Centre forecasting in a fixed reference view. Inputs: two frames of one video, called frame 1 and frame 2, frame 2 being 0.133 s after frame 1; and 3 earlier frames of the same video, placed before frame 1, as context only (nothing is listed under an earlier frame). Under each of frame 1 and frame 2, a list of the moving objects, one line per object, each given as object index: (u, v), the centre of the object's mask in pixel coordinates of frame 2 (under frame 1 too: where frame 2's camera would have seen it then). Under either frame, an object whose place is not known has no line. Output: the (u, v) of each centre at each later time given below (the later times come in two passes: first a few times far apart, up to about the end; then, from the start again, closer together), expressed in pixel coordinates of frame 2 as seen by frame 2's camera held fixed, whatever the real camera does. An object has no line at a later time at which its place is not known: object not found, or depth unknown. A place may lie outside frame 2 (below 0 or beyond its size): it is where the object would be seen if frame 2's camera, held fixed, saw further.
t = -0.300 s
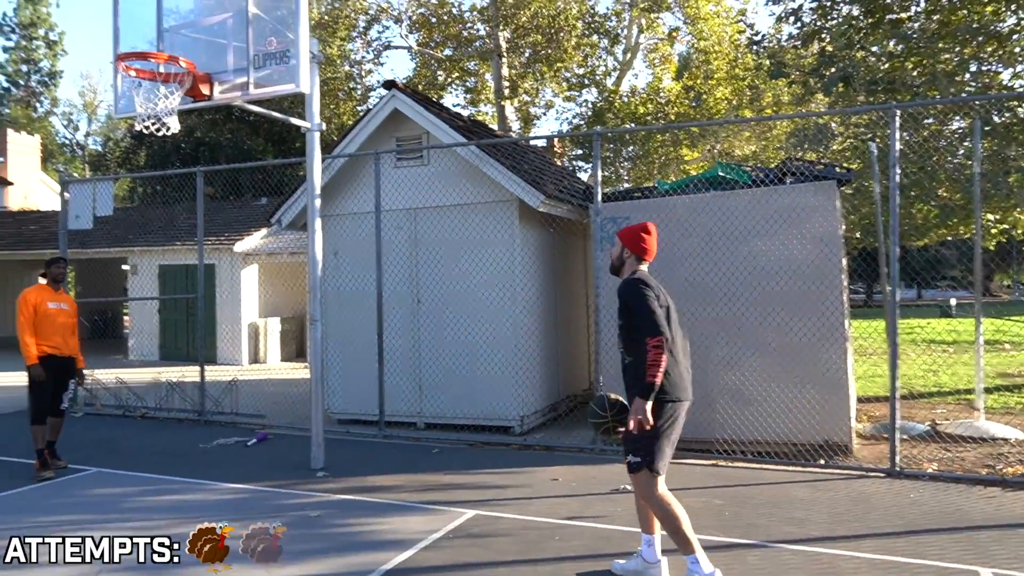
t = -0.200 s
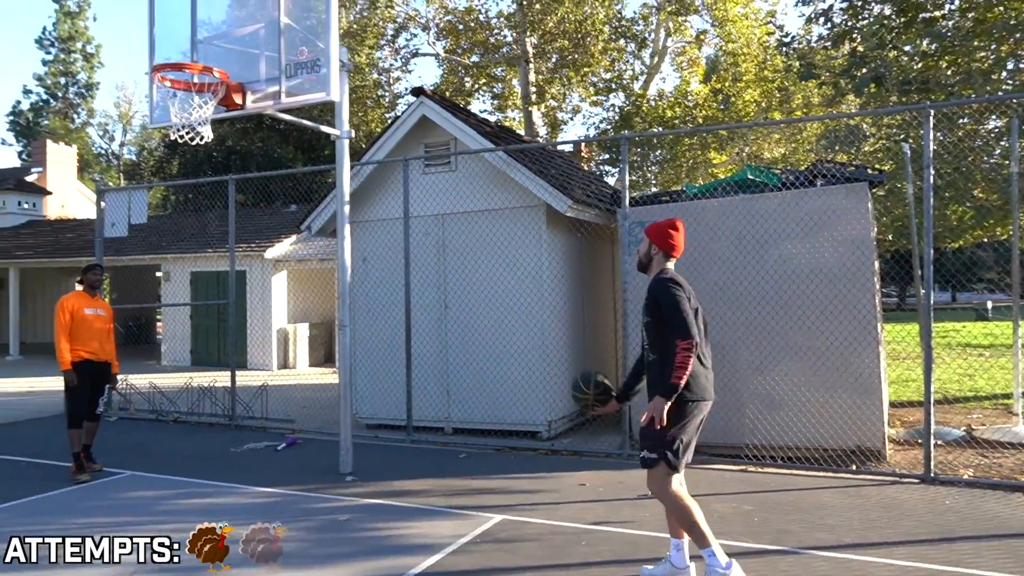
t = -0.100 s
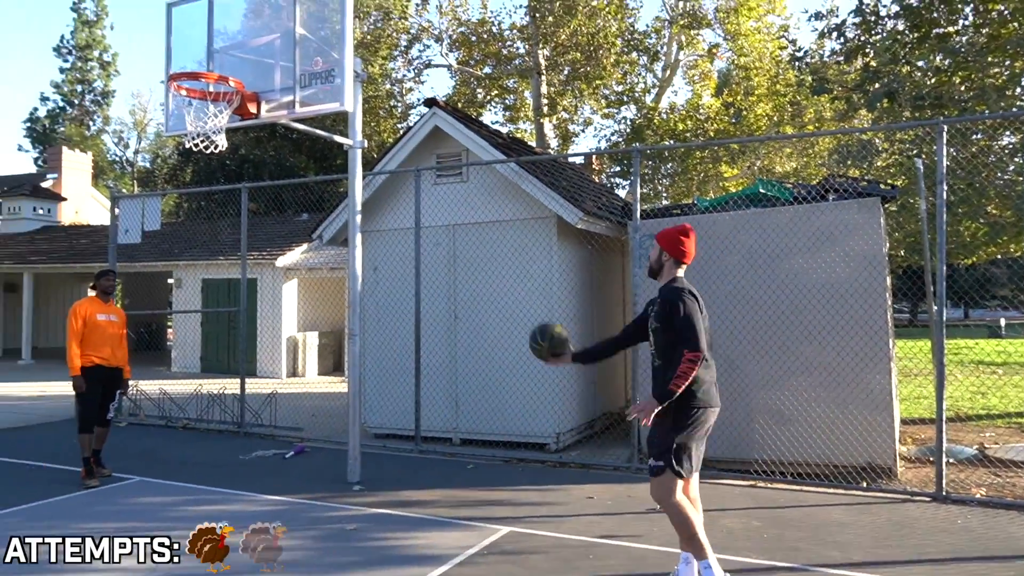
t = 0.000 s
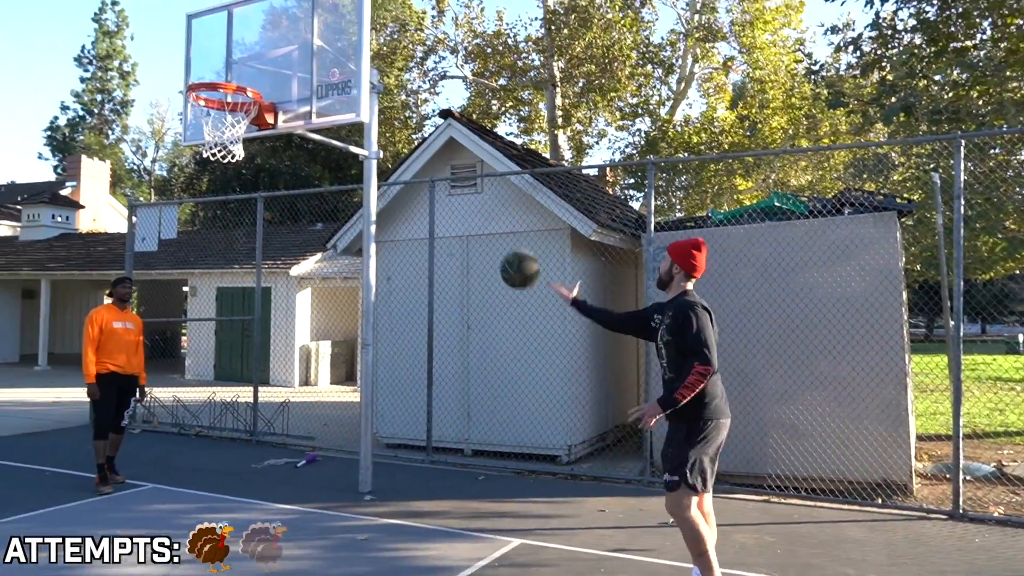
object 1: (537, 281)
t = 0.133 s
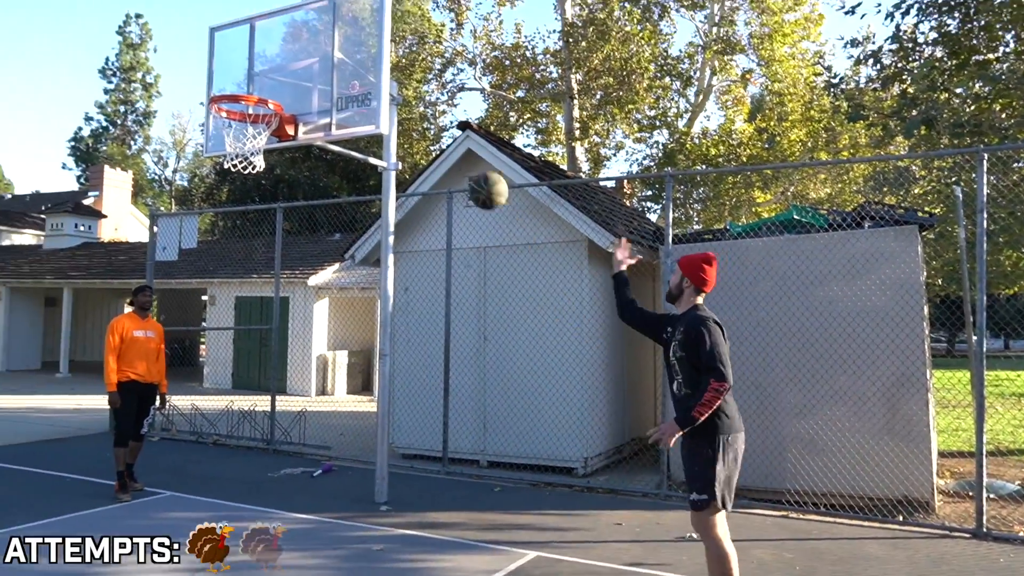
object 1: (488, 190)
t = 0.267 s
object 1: (443, 134)
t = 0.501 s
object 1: (379, 93)
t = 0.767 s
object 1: (337, 118)
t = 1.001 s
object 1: (290, 250)
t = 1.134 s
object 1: (261, 386)
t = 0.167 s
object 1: (478, 175)
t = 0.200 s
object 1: (466, 158)
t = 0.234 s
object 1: (454, 145)
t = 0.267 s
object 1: (443, 134)
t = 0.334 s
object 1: (422, 117)
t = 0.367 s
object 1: (411, 110)
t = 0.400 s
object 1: (400, 106)
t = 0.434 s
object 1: (389, 102)
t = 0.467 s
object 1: (384, 98)
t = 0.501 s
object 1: (379, 93)
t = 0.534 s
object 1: (374, 91)
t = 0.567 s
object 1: (369, 90)
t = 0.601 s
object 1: (364, 90)
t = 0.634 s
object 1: (359, 92)
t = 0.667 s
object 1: (355, 96)
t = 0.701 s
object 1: (349, 101)
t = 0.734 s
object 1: (343, 109)
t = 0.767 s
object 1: (337, 118)
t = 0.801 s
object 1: (331, 131)
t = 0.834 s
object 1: (325, 143)
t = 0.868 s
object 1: (318, 160)
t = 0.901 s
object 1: (312, 179)
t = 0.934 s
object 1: (304, 200)
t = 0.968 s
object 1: (297, 223)
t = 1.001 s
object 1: (290, 250)
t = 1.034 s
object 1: (281, 280)
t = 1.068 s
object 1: (275, 311)
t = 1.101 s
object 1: (268, 348)
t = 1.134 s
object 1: (261, 386)
